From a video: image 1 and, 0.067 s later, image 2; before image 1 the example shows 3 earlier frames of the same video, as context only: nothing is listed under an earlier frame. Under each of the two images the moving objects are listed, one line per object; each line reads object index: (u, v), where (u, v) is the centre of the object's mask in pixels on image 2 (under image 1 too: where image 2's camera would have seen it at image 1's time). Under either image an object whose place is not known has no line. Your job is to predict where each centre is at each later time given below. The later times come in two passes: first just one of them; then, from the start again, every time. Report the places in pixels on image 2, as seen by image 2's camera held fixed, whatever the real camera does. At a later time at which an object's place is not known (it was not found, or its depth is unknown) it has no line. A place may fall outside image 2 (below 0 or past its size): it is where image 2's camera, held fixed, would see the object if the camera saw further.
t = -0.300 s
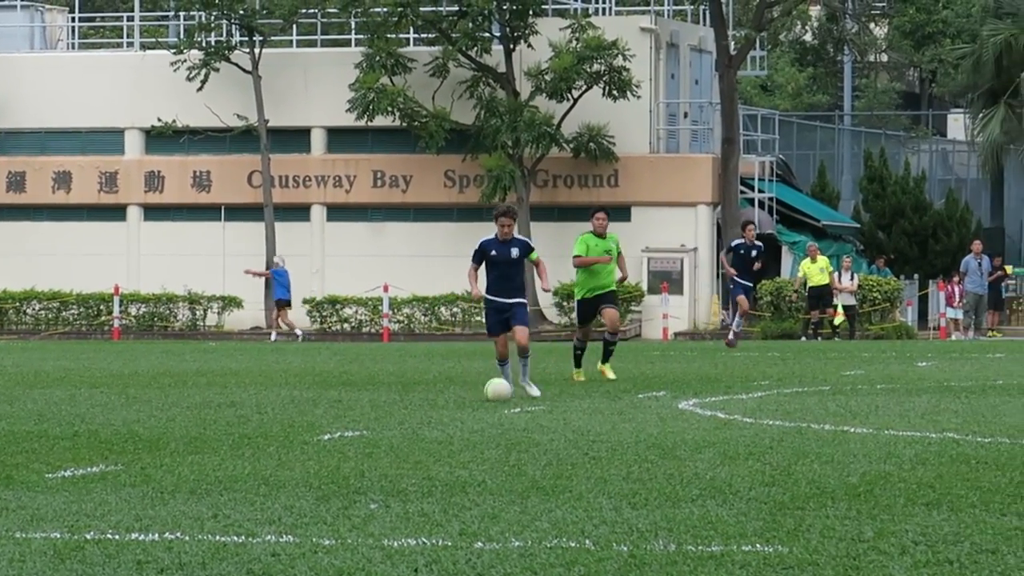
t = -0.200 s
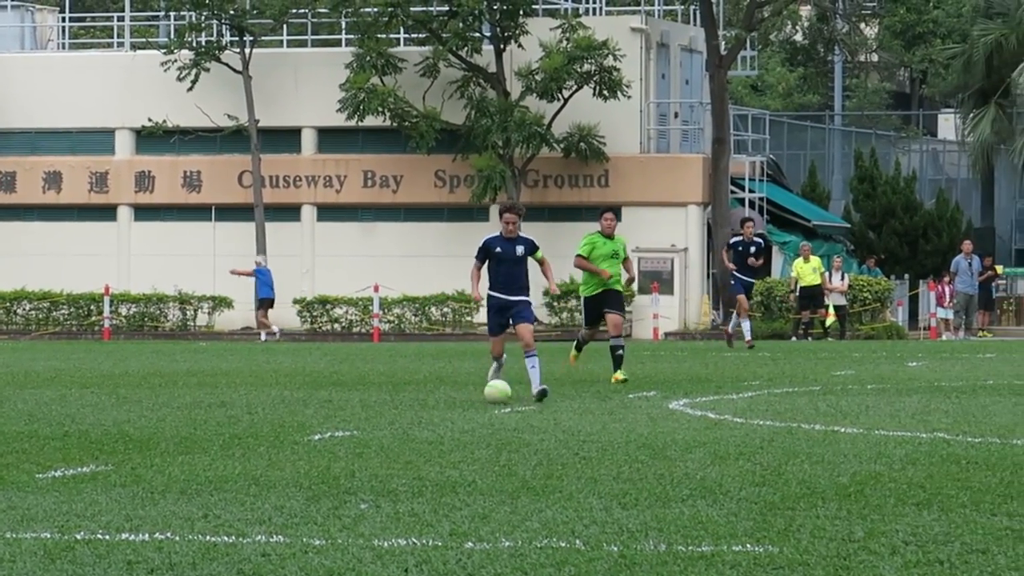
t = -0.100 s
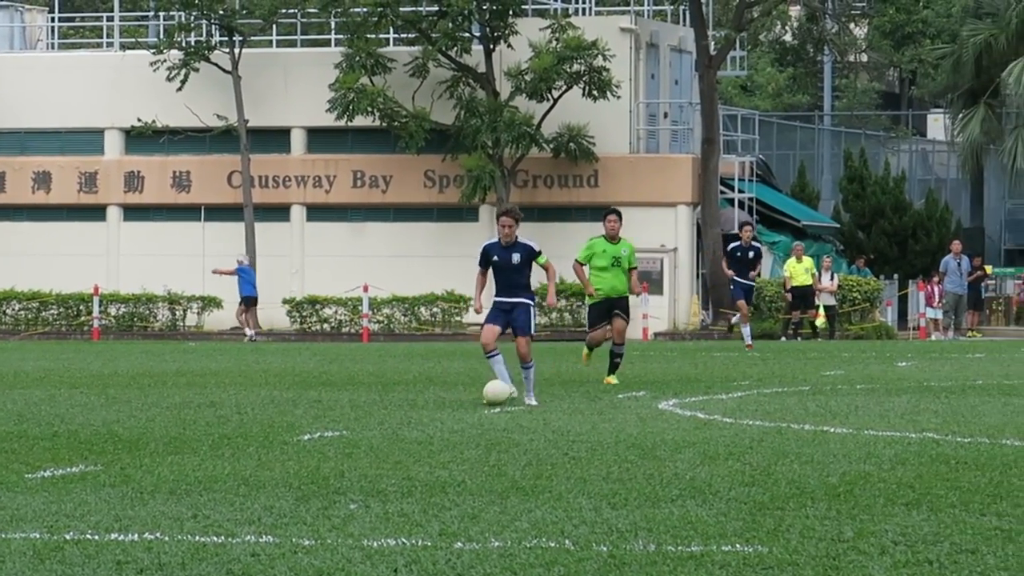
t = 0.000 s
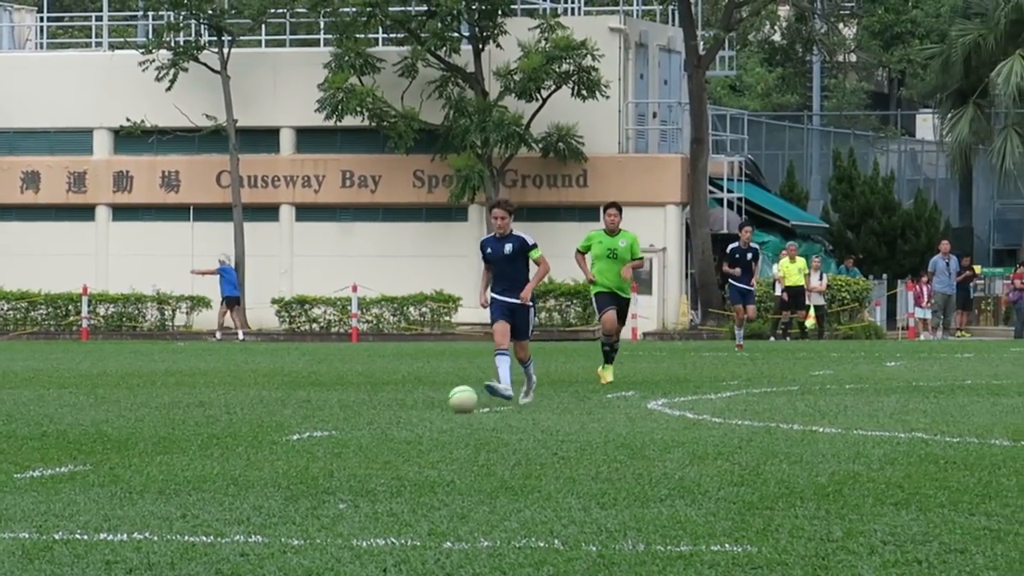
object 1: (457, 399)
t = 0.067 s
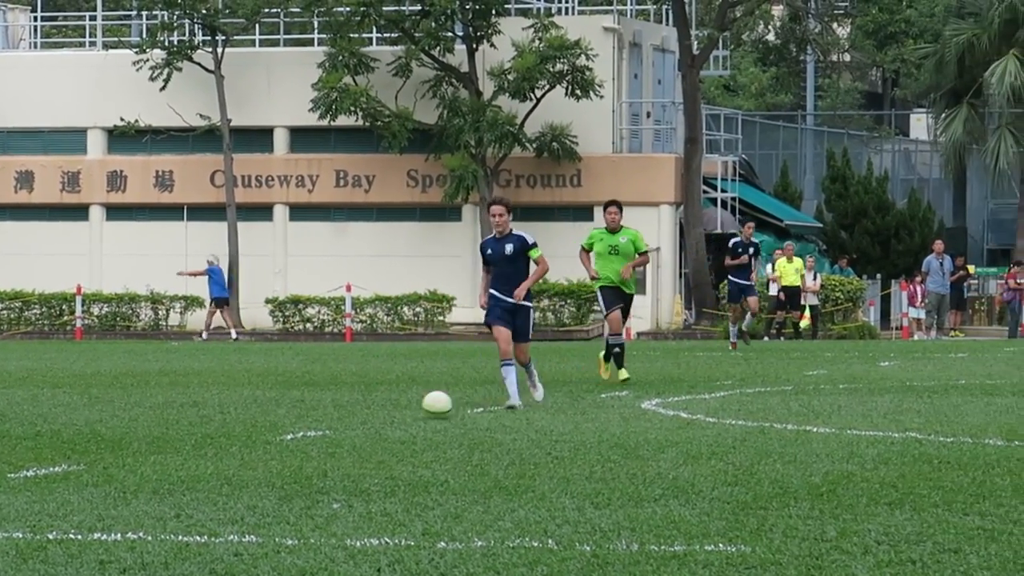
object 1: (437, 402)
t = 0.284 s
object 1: (370, 427)
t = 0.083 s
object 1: (432, 405)
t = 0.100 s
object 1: (427, 407)
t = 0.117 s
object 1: (422, 408)
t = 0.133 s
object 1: (416, 410)
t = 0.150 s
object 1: (411, 411)
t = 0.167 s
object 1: (405, 413)
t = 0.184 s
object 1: (399, 416)
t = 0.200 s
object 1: (394, 418)
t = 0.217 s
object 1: (389, 421)
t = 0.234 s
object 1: (384, 423)
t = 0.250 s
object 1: (379, 425)
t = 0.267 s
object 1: (374, 426)
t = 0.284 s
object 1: (370, 427)
